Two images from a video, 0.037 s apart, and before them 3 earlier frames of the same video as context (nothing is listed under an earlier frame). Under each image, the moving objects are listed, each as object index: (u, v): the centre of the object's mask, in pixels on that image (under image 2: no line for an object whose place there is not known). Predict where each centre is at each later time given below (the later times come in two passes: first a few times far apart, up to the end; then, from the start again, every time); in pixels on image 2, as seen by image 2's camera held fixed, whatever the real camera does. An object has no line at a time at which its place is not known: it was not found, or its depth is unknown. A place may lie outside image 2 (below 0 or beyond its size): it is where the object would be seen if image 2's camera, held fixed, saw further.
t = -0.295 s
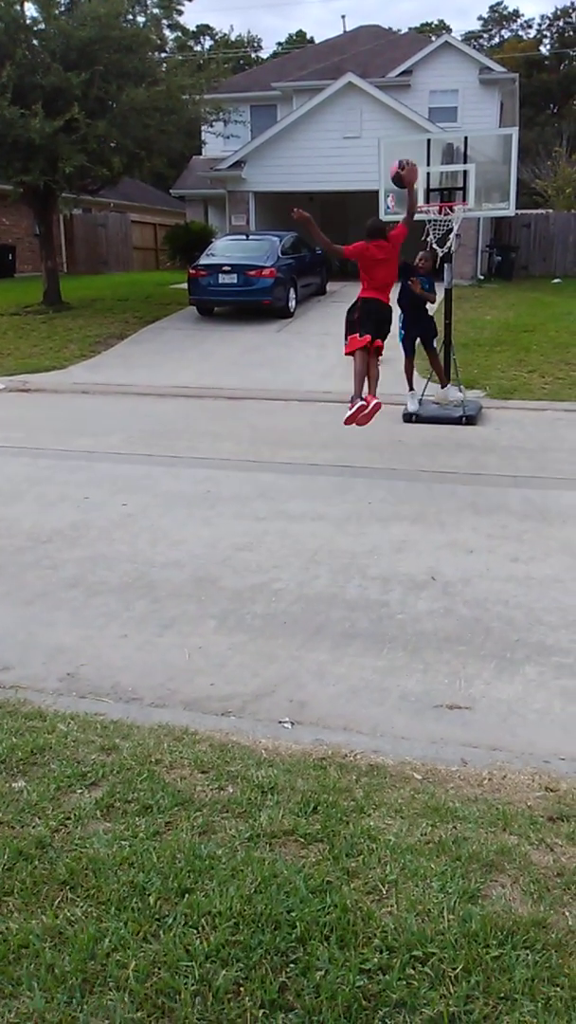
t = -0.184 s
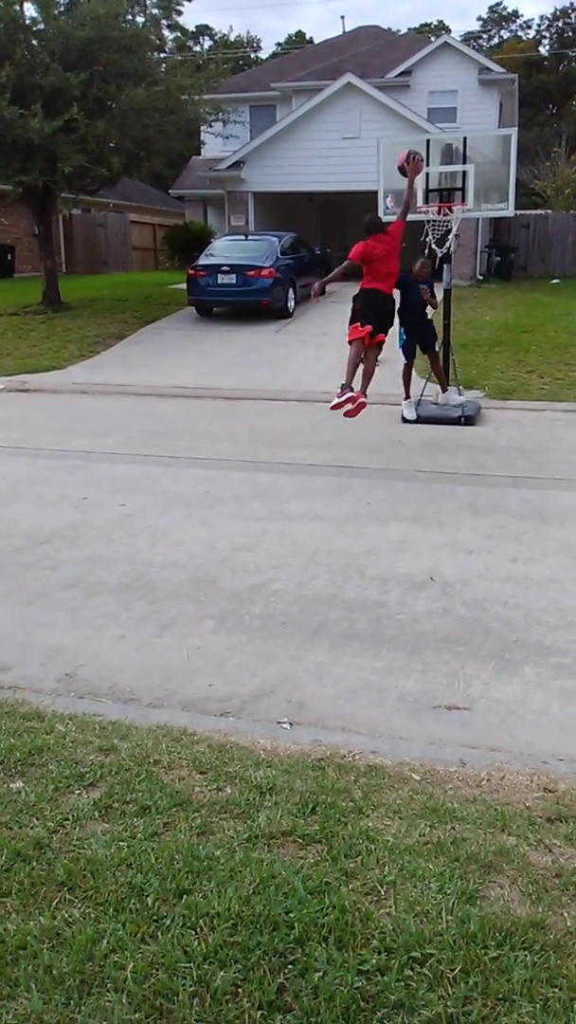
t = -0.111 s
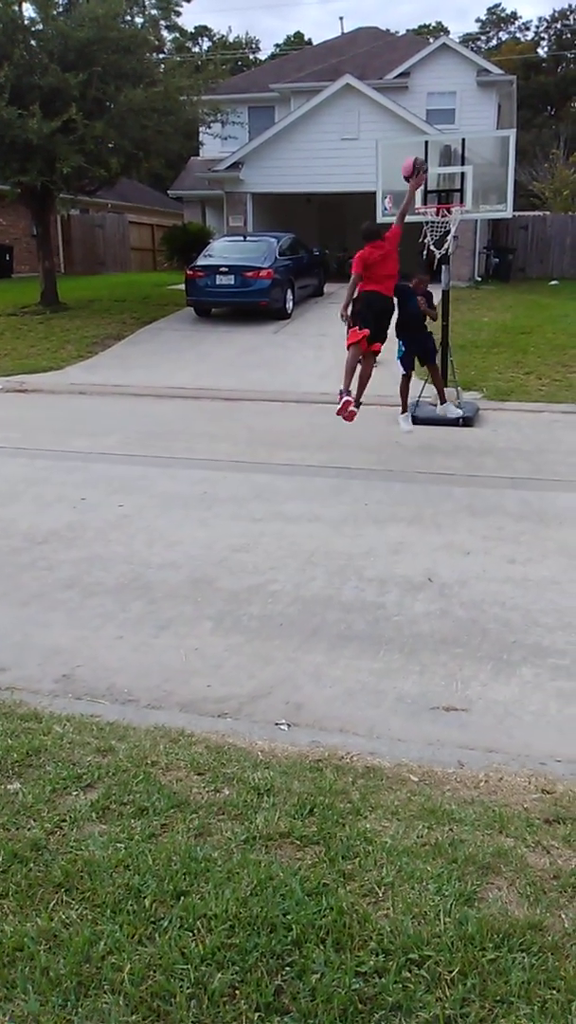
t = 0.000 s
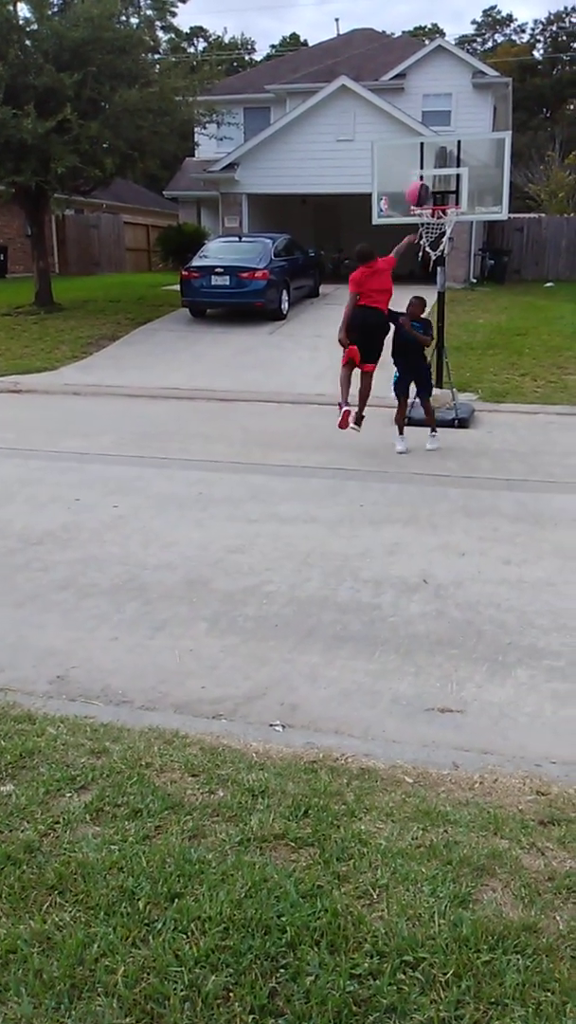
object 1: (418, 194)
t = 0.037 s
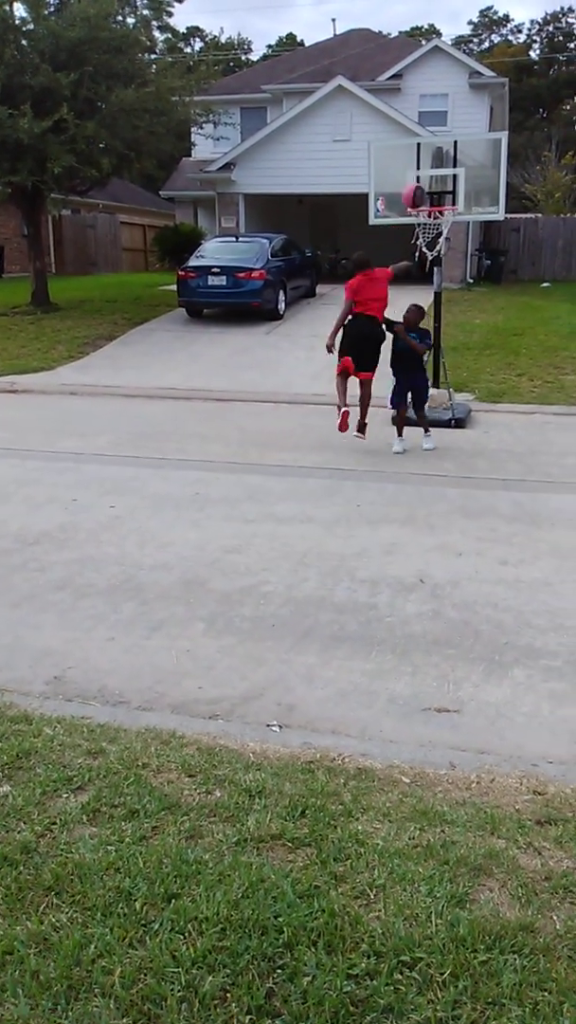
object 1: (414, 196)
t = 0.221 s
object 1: (392, 171)
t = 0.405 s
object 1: (367, 184)
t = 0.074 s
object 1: (410, 188)
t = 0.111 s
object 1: (405, 182)
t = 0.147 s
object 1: (401, 177)
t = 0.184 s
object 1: (396, 173)
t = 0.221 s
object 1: (392, 171)
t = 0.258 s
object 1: (387, 171)
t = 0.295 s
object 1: (382, 172)
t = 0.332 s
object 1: (377, 175)
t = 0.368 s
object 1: (372, 178)
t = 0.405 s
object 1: (367, 184)
